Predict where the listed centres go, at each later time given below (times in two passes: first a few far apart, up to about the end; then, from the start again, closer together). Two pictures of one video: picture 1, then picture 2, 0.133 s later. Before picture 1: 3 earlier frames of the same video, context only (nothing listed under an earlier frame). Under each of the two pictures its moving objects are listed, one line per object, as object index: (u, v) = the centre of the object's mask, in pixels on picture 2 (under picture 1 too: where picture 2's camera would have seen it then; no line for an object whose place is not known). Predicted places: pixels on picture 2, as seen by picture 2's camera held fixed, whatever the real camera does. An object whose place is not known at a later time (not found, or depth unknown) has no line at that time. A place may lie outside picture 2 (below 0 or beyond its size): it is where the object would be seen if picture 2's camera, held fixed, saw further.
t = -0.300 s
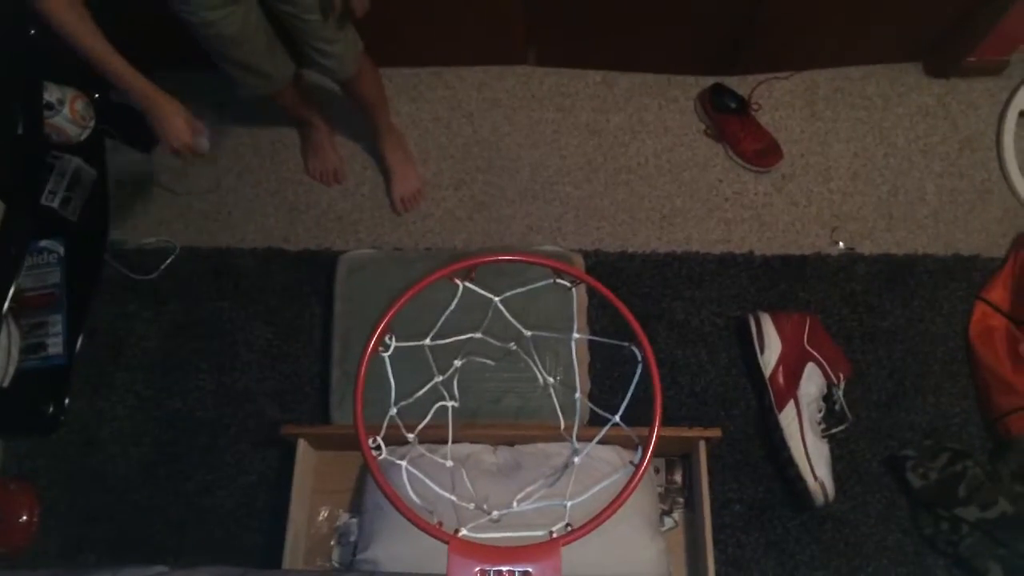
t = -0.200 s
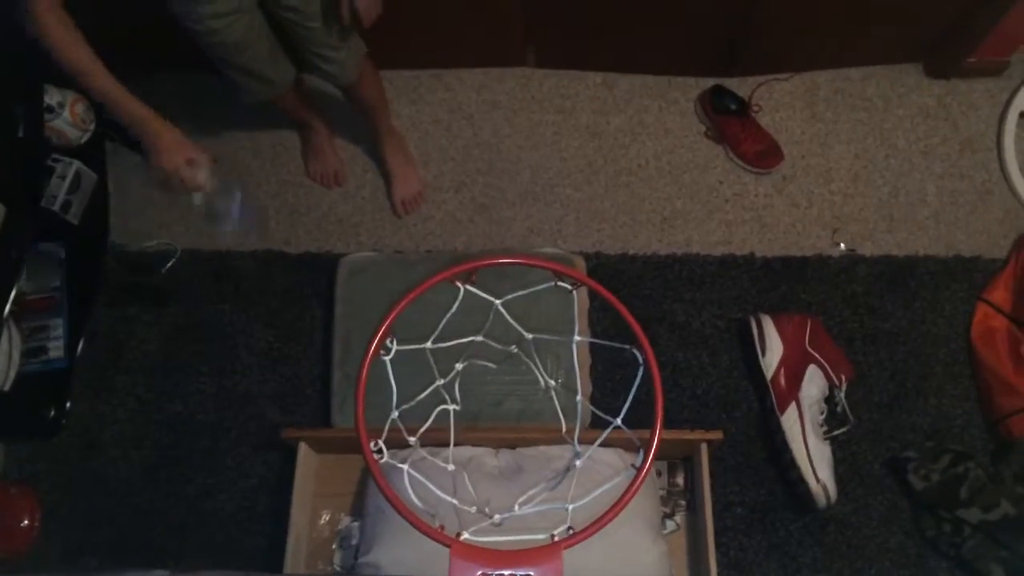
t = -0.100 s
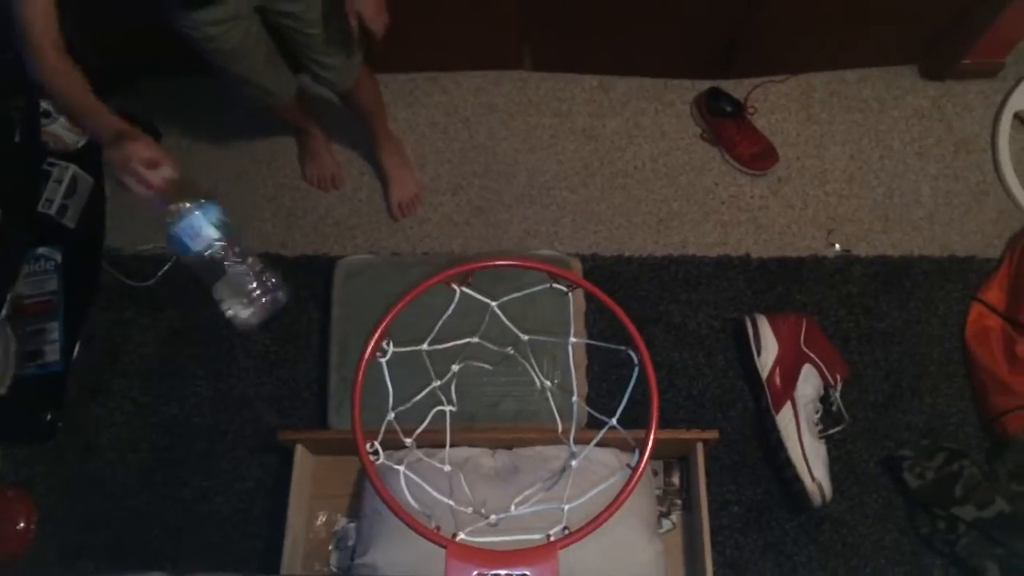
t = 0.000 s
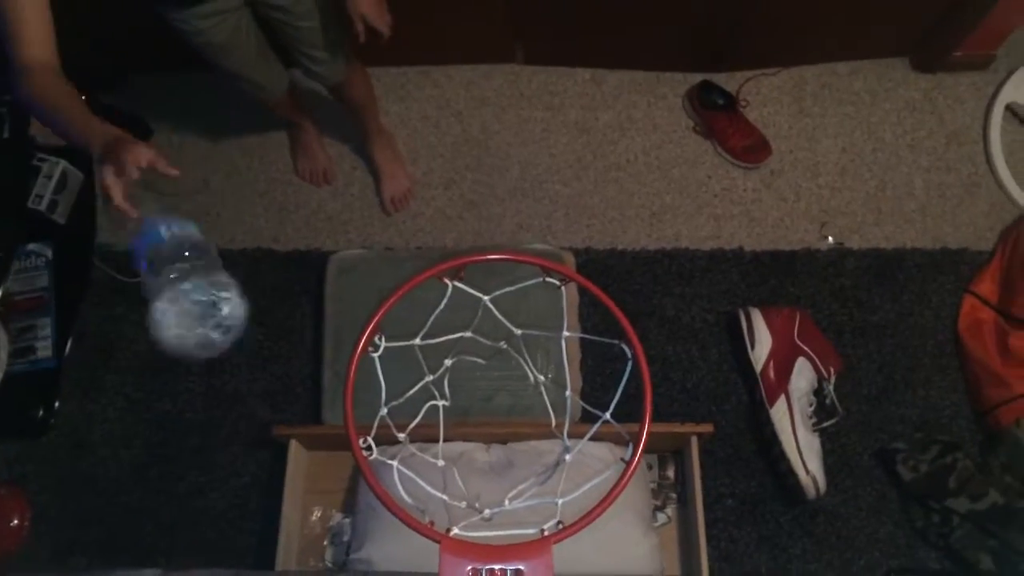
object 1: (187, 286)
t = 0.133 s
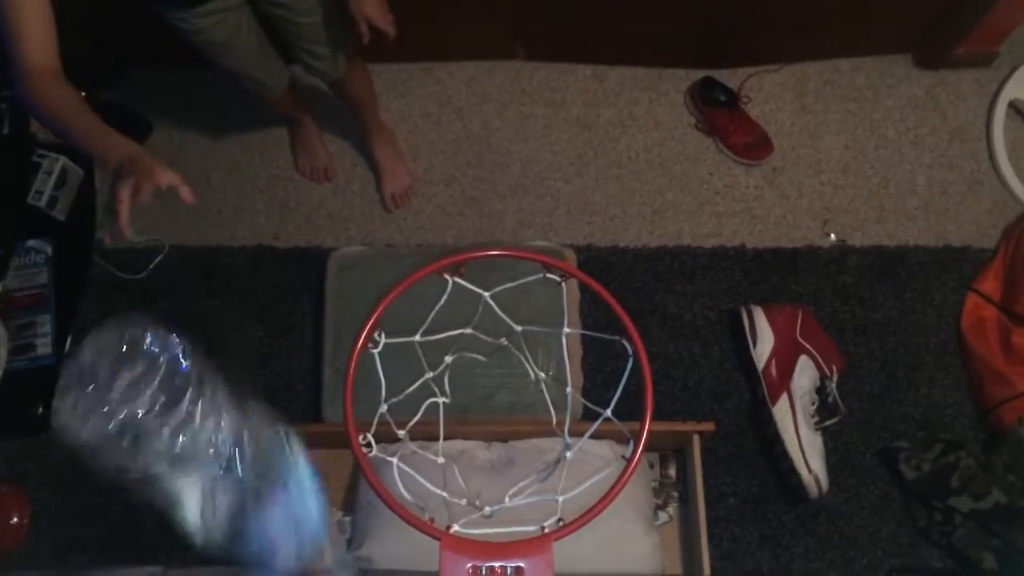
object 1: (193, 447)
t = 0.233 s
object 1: (265, 536)
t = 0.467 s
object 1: (450, 495)
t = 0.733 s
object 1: (574, 423)
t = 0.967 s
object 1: (598, 356)
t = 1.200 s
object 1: (654, 231)
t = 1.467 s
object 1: (666, 215)
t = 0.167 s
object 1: (188, 479)
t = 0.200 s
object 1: (199, 511)
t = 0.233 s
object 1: (265, 536)
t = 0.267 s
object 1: (338, 523)
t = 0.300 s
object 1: (368, 508)
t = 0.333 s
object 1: (386, 497)
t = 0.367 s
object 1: (397, 495)
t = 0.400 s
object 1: (411, 496)
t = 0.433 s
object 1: (428, 495)
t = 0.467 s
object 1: (450, 495)
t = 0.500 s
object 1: (478, 490)
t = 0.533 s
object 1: (502, 471)
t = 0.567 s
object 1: (525, 457)
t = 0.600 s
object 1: (542, 446)
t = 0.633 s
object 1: (556, 436)
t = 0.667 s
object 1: (565, 430)
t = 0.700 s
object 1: (570, 426)
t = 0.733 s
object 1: (574, 423)
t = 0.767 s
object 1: (577, 422)
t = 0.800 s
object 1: (581, 422)
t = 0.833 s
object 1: (583, 422)
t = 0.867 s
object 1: (579, 422)
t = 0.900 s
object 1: (578, 418)
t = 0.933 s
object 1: (602, 380)
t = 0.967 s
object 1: (598, 356)
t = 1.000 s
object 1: (602, 337)
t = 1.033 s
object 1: (615, 313)
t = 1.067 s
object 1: (628, 293)
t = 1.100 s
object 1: (633, 273)
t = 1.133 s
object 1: (640, 261)
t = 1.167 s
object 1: (645, 242)
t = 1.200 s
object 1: (654, 231)
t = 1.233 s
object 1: (659, 229)
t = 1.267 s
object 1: (663, 224)
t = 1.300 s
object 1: (664, 223)
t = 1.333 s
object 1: (666, 223)
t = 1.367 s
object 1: (668, 222)
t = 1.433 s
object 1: (668, 217)
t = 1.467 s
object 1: (666, 215)
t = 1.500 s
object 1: (666, 214)
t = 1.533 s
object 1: (665, 215)
